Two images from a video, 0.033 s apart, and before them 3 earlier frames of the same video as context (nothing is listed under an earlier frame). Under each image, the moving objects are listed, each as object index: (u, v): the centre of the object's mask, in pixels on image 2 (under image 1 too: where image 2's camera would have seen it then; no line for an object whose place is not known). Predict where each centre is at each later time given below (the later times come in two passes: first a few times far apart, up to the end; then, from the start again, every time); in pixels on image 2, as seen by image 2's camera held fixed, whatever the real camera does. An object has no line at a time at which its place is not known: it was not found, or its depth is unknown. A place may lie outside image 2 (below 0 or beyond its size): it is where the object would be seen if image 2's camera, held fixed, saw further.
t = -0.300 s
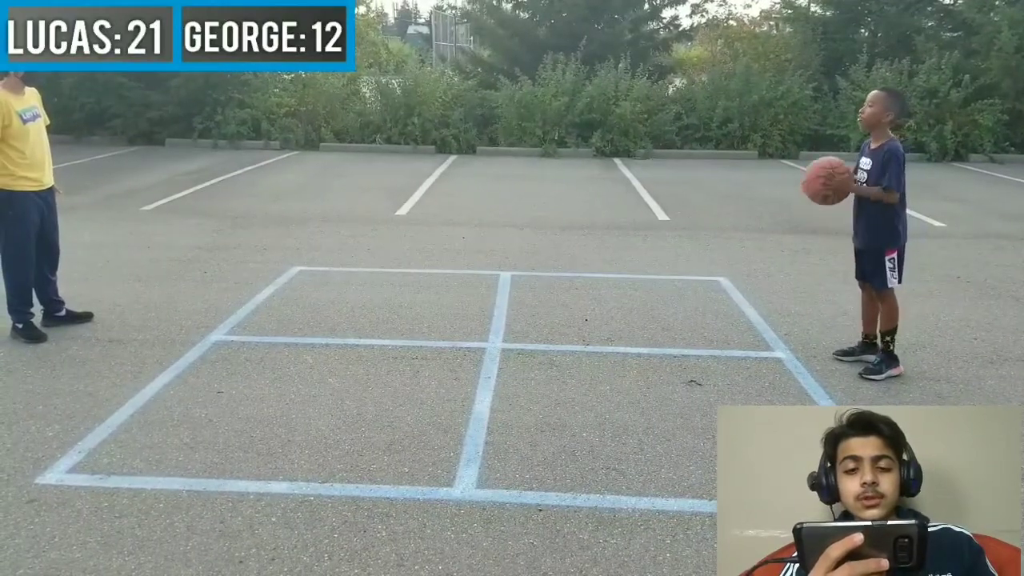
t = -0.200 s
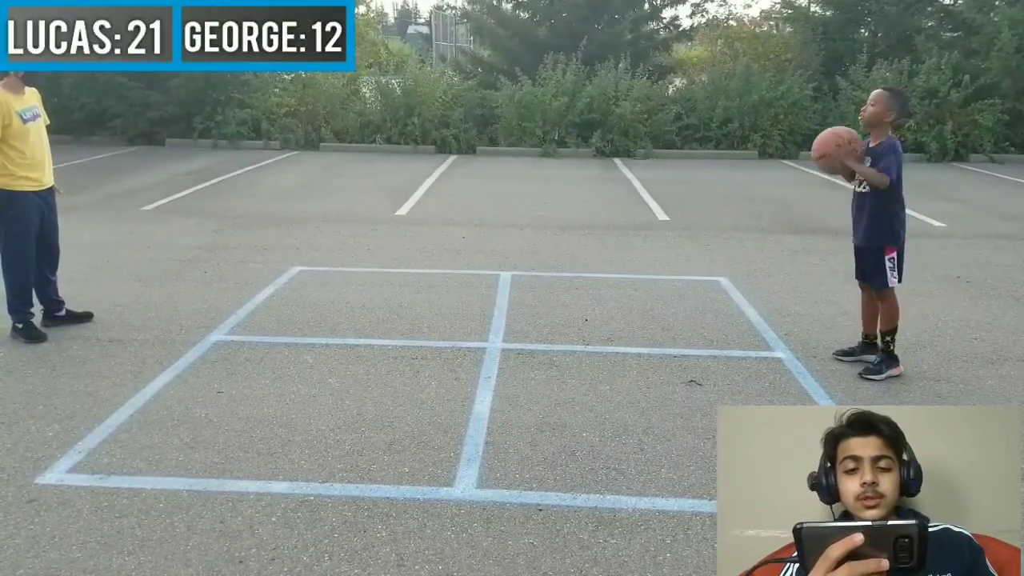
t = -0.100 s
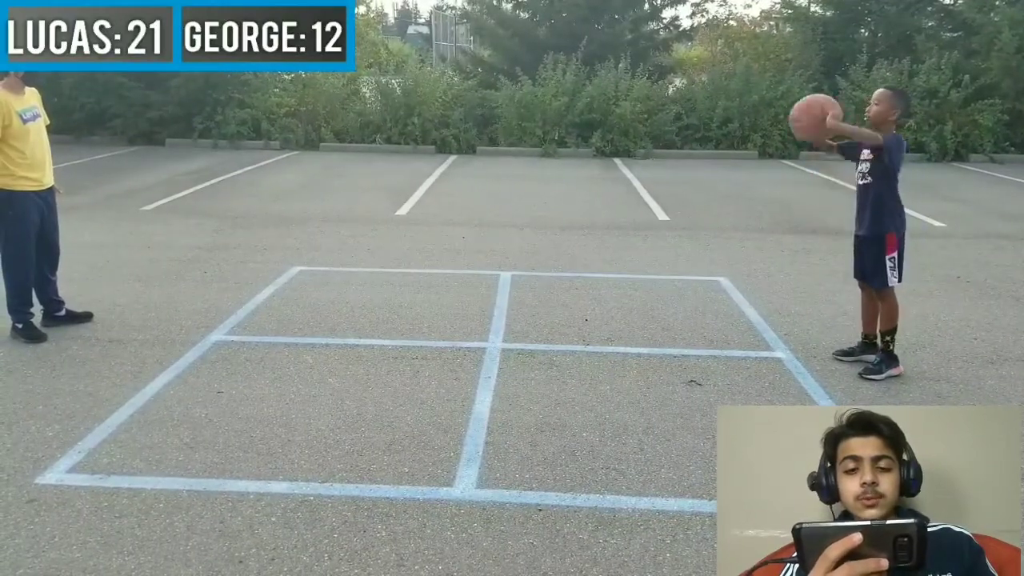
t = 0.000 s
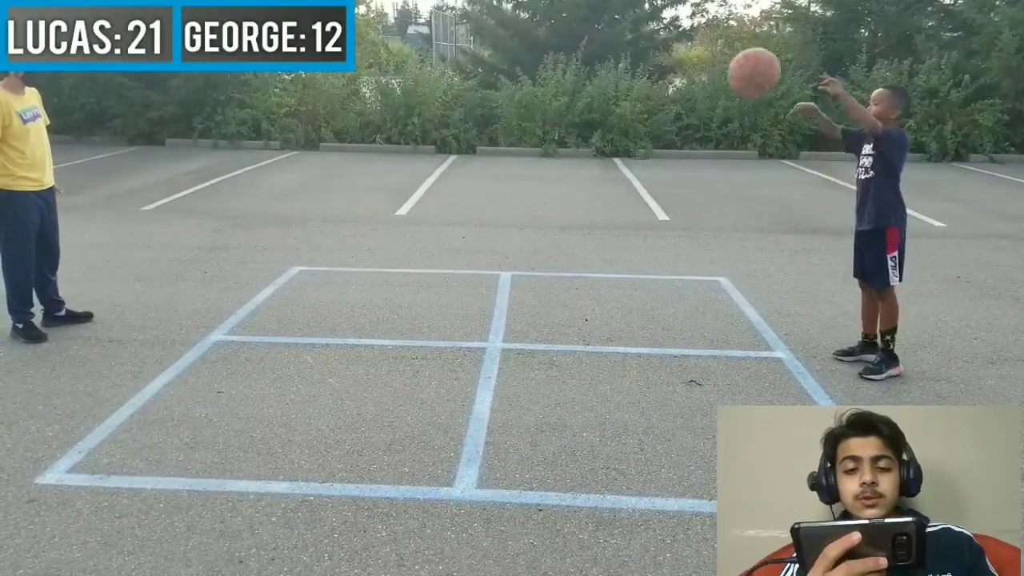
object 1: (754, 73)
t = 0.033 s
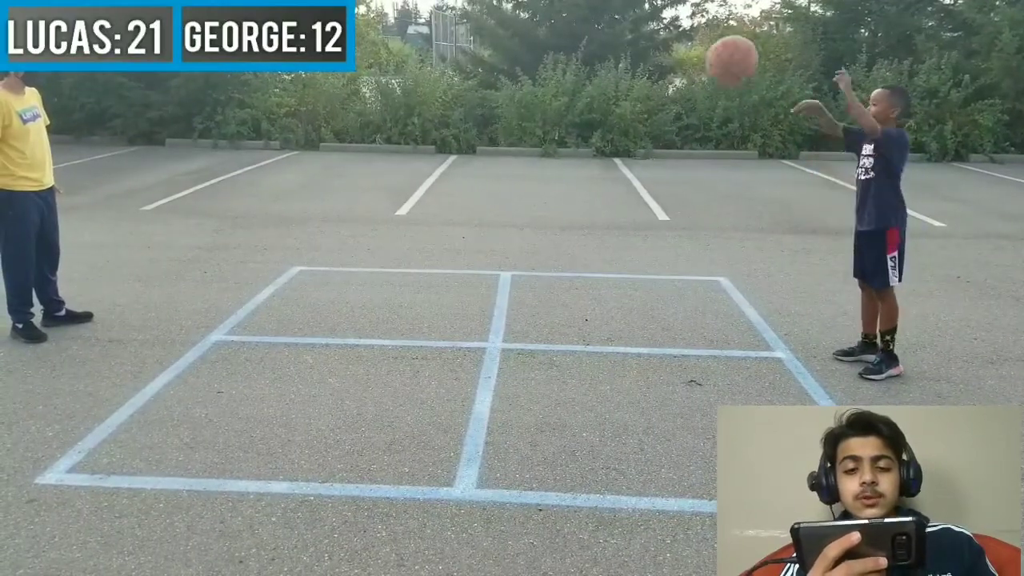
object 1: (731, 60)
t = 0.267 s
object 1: (571, 40)
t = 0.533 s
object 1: (398, 153)
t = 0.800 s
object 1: (266, 281)
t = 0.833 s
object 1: (255, 260)
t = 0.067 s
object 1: (710, 51)
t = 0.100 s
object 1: (686, 43)
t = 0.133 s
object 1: (663, 38)
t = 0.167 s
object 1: (640, 35)
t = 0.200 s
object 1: (617, 35)
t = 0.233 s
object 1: (594, 37)
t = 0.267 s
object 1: (571, 40)
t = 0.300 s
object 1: (549, 48)
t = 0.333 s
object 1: (526, 56)
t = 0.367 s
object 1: (504, 67)
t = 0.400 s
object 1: (482, 81)
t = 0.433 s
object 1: (460, 96)
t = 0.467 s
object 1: (439, 113)
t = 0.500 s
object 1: (418, 132)
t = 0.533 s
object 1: (398, 153)
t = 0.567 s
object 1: (378, 176)
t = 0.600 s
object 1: (360, 201)
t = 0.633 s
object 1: (340, 227)
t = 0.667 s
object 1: (323, 254)
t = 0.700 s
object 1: (304, 282)
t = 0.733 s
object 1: (287, 312)
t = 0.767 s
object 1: (276, 304)
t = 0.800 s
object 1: (266, 281)
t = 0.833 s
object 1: (255, 260)
